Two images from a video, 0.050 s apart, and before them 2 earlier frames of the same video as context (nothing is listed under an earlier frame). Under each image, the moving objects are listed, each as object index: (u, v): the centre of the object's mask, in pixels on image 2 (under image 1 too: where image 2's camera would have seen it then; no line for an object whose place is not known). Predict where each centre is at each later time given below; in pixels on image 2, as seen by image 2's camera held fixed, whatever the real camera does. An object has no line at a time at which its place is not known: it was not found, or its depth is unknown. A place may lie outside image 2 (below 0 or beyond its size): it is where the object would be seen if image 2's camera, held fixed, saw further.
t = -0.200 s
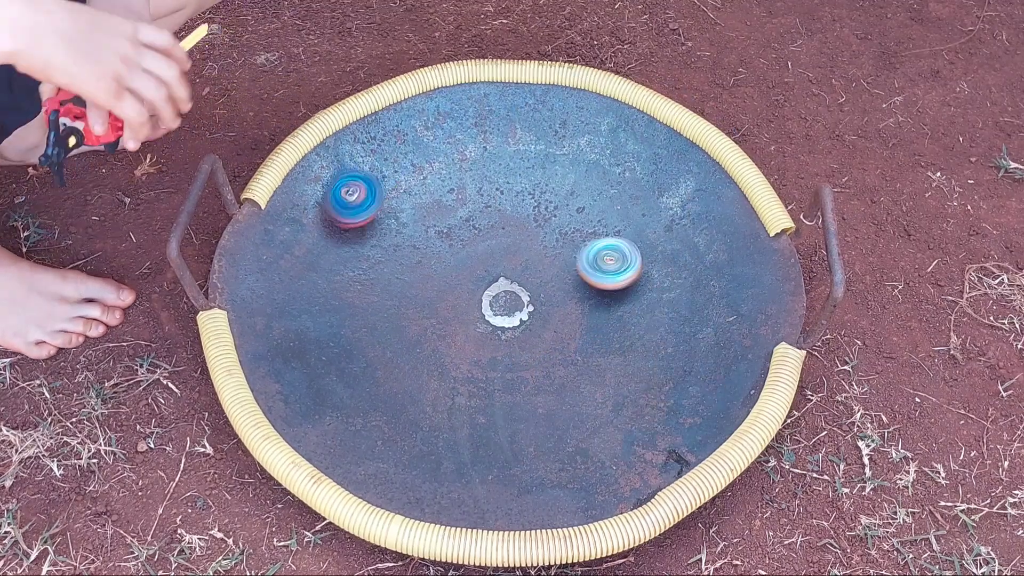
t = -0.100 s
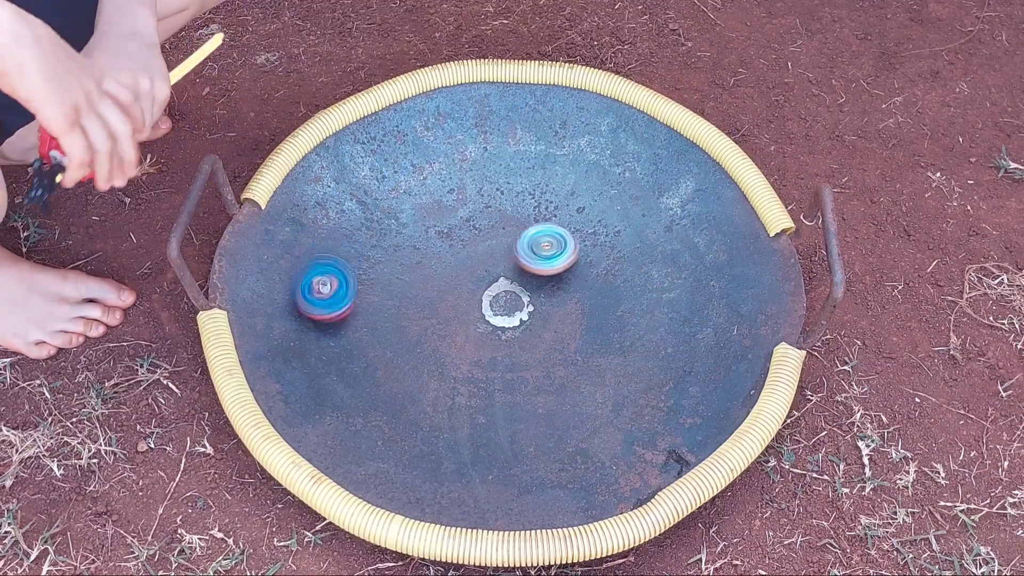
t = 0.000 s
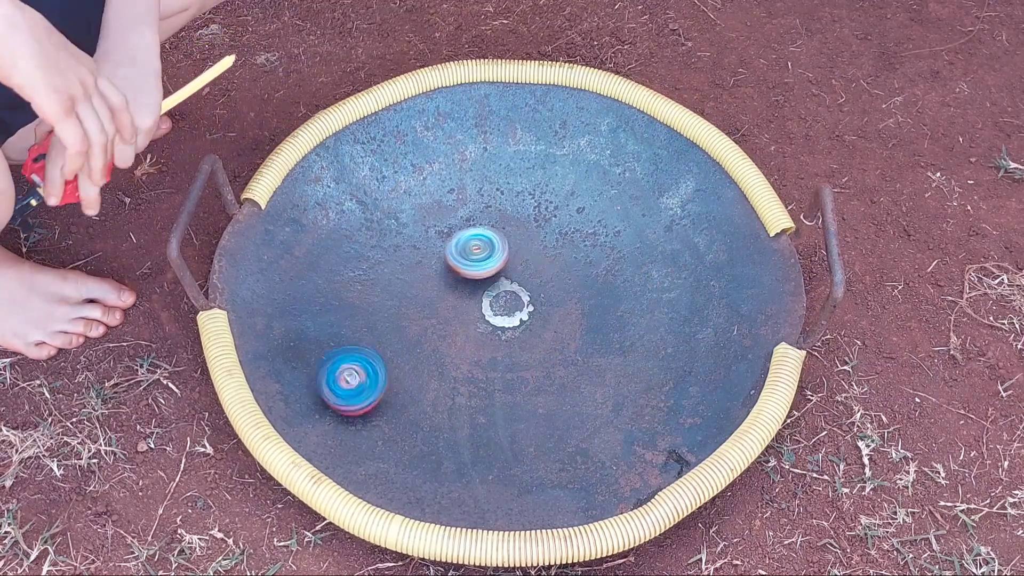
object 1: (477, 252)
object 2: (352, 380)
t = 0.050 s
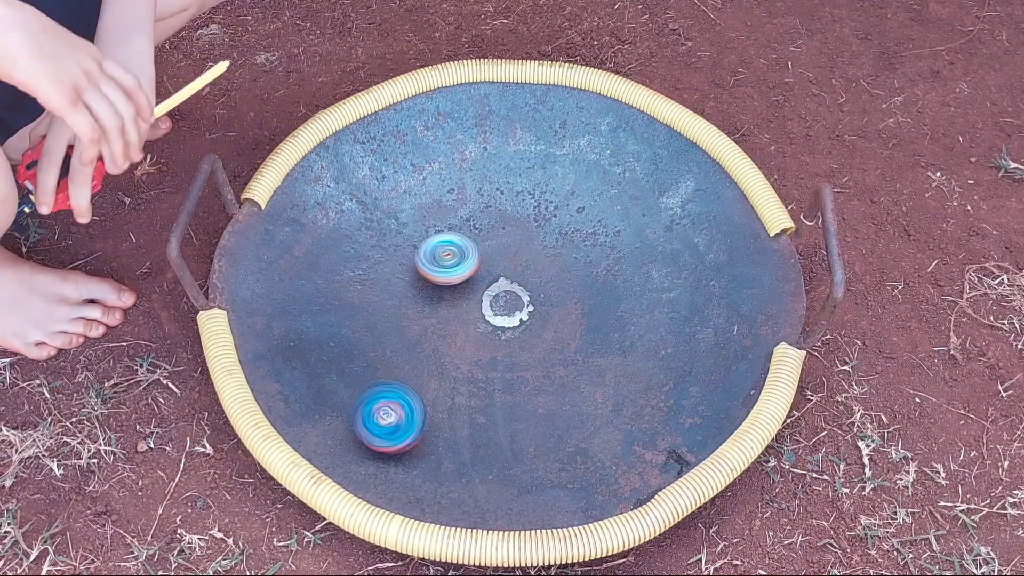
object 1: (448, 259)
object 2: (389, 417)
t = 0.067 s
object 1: (439, 262)
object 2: (404, 429)
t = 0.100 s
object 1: (421, 270)
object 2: (438, 450)
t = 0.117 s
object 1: (411, 274)
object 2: (456, 458)
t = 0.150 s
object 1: (393, 282)
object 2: (498, 471)
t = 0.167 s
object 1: (385, 286)
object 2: (517, 473)
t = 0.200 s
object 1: (371, 296)
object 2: (558, 474)
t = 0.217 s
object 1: (365, 302)
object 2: (577, 472)
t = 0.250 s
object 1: (354, 313)
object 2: (615, 464)
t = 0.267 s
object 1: (350, 319)
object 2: (633, 458)
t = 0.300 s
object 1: (344, 330)
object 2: (664, 440)
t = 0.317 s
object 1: (342, 336)
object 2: (679, 429)
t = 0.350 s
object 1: (340, 347)
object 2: (706, 403)
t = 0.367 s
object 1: (339, 353)
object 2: (718, 388)
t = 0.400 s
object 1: (340, 365)
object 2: (736, 358)
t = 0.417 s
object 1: (341, 371)
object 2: (742, 342)
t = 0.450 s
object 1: (345, 382)
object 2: (744, 311)
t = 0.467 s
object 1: (349, 388)
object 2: (743, 295)
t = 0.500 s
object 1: (357, 398)
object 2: (734, 268)
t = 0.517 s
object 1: (363, 402)
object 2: (728, 253)
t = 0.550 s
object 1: (374, 409)
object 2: (711, 229)
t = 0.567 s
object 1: (380, 412)
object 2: (701, 216)
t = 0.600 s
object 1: (396, 416)
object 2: (677, 196)
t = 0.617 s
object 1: (403, 417)
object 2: (663, 187)
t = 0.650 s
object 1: (419, 417)
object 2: (635, 170)
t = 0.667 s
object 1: (425, 416)
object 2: (621, 162)
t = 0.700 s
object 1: (438, 412)
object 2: (590, 152)
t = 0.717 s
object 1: (445, 410)
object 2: (573, 148)
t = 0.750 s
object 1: (458, 403)
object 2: (541, 141)
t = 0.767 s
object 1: (463, 398)
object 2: (524, 139)
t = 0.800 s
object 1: (474, 388)
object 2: (491, 138)
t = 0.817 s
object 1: (478, 383)
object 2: (474, 138)
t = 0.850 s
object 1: (485, 370)
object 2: (439, 141)
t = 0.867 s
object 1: (487, 364)
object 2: (423, 145)
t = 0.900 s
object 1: (491, 352)
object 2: (387, 153)
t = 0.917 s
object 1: (492, 345)
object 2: (370, 160)
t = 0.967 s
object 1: (493, 323)
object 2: (321, 181)
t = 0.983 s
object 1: (492, 316)
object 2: (308, 190)
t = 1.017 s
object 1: (488, 302)
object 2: (282, 213)
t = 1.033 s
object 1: (486, 295)
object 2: (272, 225)
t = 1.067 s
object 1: (477, 280)
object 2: (253, 249)
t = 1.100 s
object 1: (469, 265)
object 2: (242, 280)
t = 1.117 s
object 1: (464, 258)
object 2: (239, 294)
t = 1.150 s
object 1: (452, 246)
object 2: (247, 326)
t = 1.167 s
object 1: (446, 241)
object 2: (255, 344)
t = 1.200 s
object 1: (435, 231)
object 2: (278, 378)
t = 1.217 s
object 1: (430, 228)
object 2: (291, 393)
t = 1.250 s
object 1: (417, 222)
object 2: (324, 422)
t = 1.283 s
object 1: (404, 217)
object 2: (359, 443)
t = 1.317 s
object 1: (391, 214)
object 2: (397, 457)
